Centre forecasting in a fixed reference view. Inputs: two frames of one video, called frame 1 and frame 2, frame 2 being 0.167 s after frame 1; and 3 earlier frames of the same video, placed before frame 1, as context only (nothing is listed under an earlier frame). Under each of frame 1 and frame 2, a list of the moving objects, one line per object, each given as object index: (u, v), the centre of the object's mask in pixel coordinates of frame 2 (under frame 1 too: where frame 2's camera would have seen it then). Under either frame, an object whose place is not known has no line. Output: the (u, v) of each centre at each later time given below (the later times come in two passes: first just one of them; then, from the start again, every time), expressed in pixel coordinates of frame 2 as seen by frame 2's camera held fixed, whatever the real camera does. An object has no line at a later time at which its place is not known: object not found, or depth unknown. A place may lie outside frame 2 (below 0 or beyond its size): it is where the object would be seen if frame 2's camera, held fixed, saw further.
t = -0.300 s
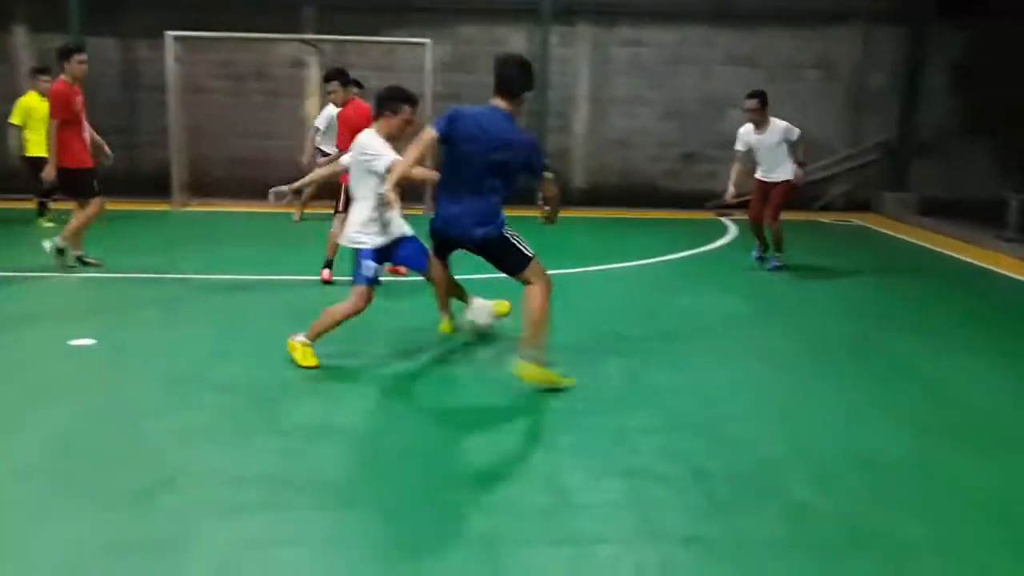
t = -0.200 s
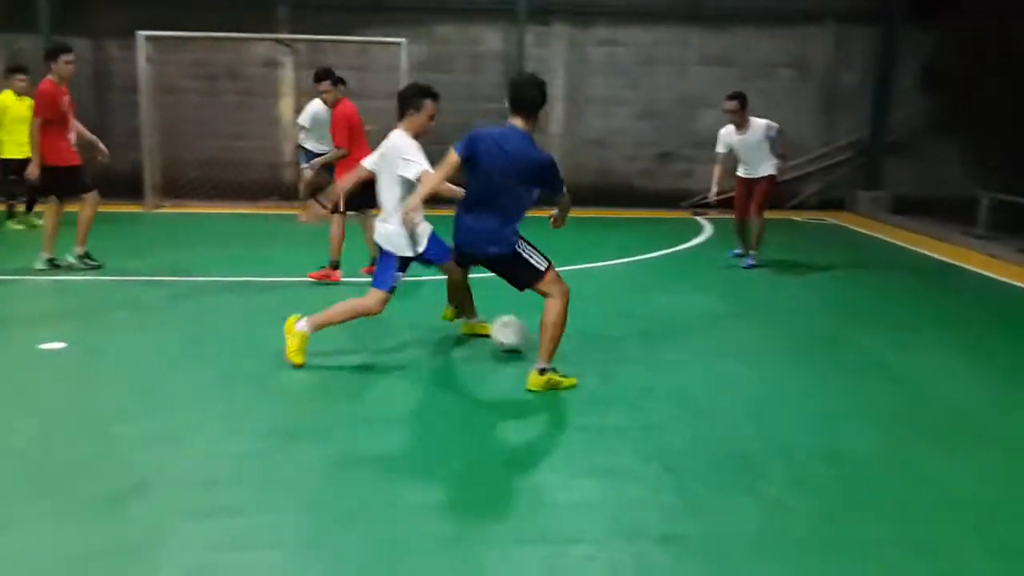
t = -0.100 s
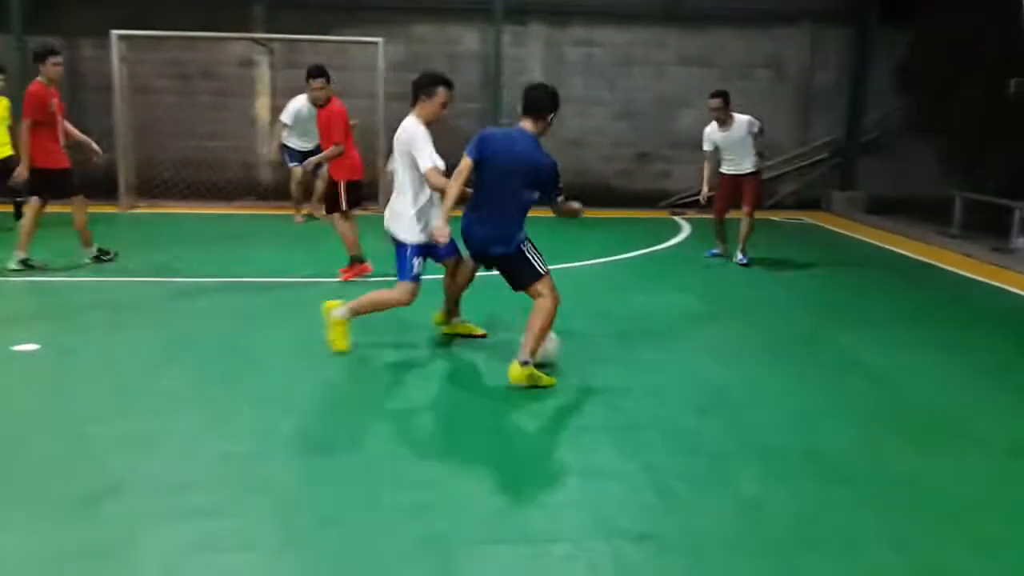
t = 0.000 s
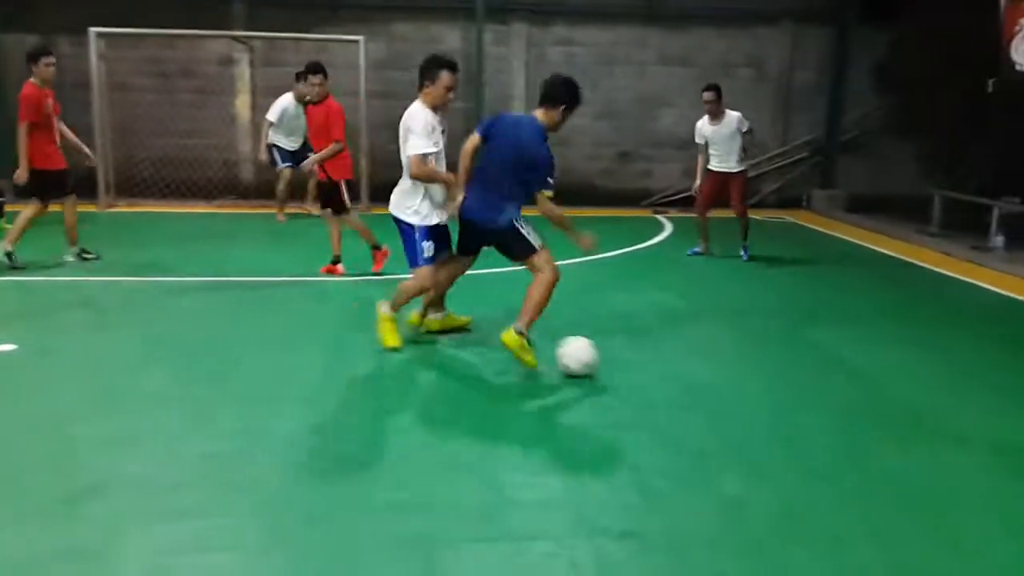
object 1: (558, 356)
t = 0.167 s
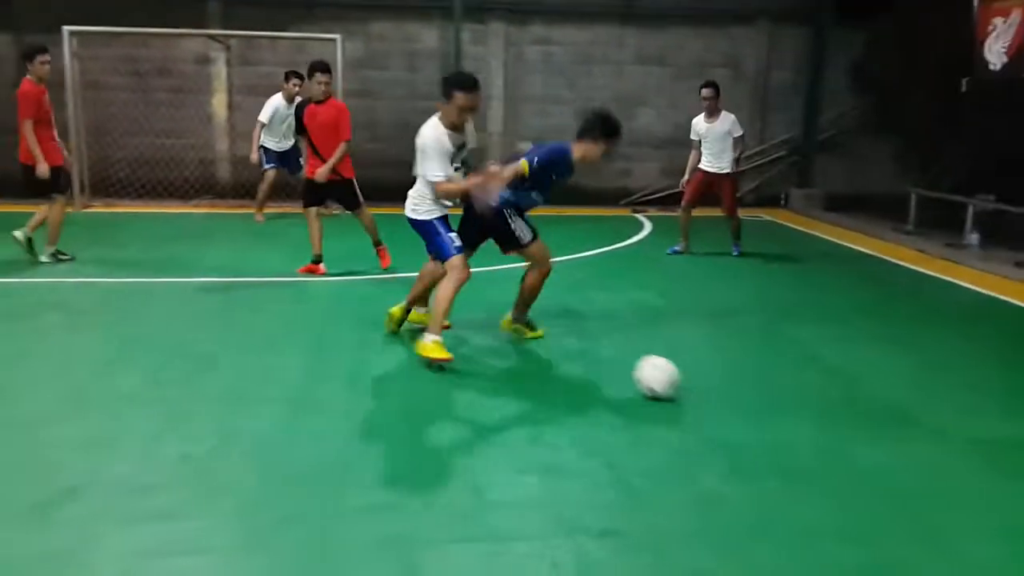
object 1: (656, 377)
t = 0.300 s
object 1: (749, 395)
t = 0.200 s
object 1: (681, 381)
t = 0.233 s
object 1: (702, 385)
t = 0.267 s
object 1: (725, 391)
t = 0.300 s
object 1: (749, 395)
